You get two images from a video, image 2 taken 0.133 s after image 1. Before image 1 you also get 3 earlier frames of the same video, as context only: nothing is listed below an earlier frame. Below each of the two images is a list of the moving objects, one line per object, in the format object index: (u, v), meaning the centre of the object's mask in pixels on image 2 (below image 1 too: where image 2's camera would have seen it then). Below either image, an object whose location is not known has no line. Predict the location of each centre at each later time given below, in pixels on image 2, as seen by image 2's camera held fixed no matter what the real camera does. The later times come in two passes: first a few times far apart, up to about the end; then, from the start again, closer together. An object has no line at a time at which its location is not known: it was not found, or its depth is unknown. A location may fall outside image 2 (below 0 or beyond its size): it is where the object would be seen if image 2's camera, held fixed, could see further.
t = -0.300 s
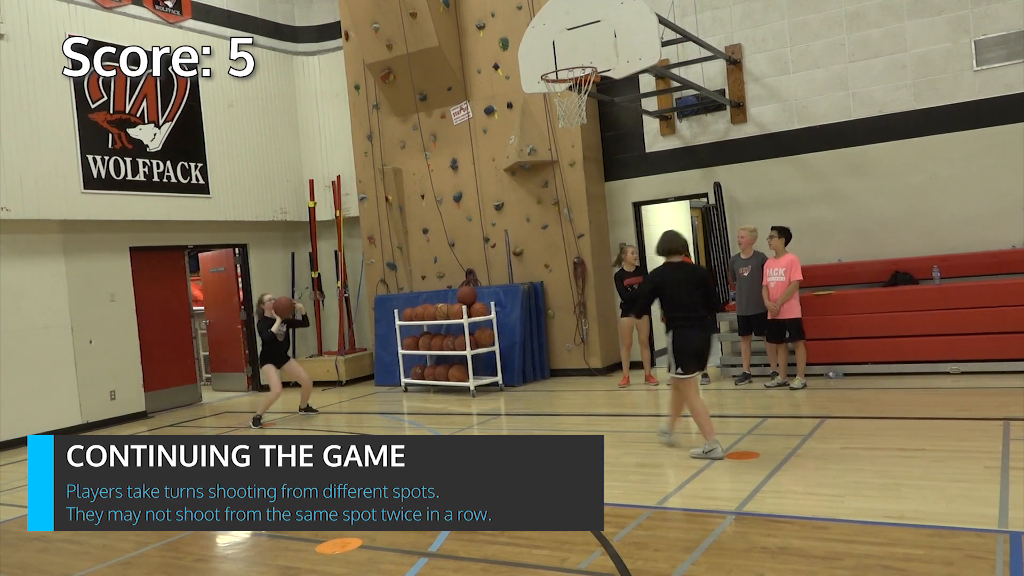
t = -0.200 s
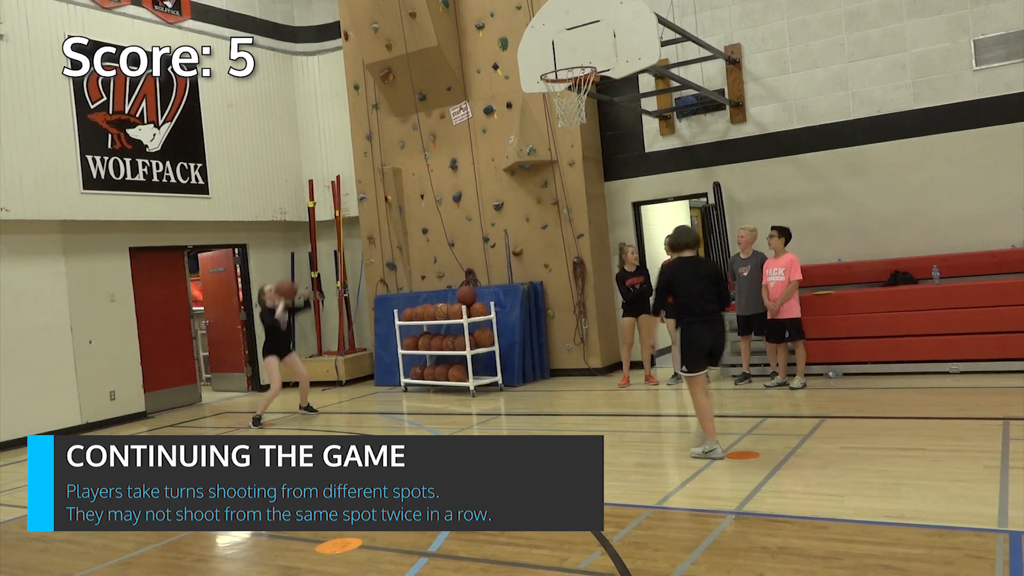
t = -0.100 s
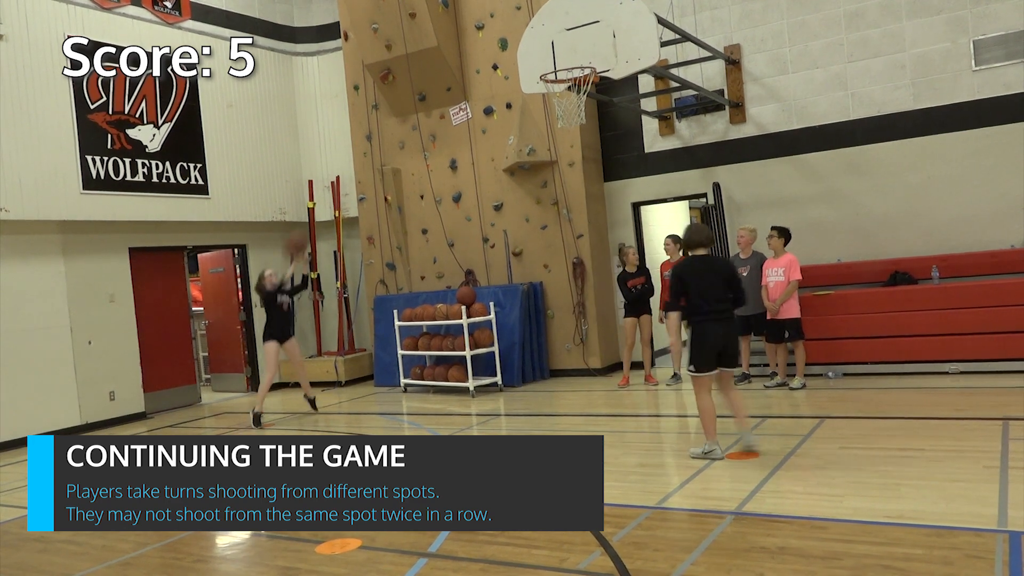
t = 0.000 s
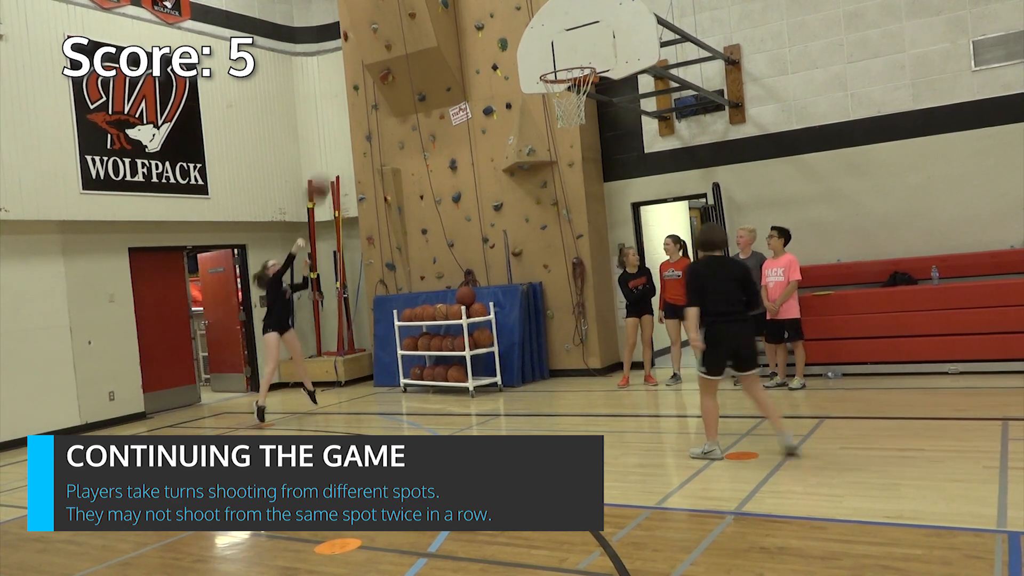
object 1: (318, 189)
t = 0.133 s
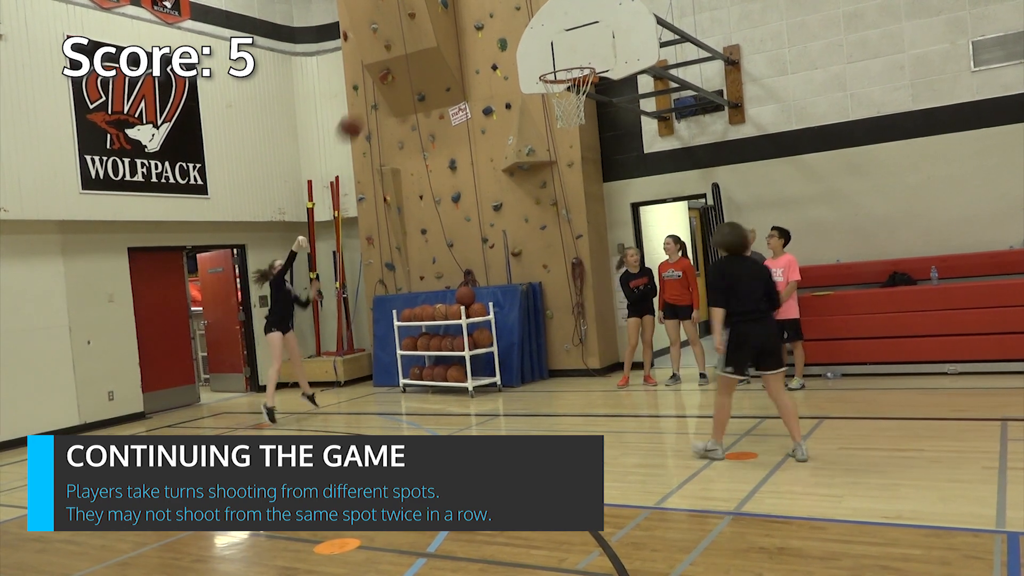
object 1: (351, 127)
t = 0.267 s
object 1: (387, 79)
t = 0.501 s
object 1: (459, 34)
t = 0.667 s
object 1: (520, 35)
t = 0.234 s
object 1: (376, 91)
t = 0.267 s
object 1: (387, 79)
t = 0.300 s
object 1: (394, 70)
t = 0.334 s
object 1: (408, 61)
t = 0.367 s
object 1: (417, 54)
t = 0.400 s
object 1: (427, 47)
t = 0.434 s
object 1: (437, 42)
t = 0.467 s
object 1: (448, 37)
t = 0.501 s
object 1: (459, 34)
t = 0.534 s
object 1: (472, 31)
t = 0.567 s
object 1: (483, 31)
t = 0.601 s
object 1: (495, 31)
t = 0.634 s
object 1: (509, 33)
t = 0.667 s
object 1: (520, 35)
